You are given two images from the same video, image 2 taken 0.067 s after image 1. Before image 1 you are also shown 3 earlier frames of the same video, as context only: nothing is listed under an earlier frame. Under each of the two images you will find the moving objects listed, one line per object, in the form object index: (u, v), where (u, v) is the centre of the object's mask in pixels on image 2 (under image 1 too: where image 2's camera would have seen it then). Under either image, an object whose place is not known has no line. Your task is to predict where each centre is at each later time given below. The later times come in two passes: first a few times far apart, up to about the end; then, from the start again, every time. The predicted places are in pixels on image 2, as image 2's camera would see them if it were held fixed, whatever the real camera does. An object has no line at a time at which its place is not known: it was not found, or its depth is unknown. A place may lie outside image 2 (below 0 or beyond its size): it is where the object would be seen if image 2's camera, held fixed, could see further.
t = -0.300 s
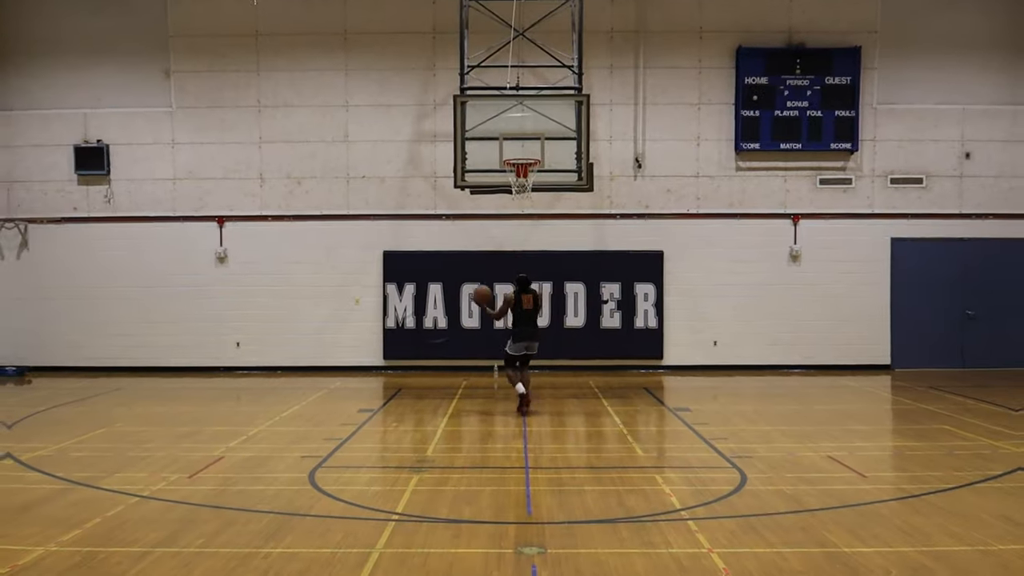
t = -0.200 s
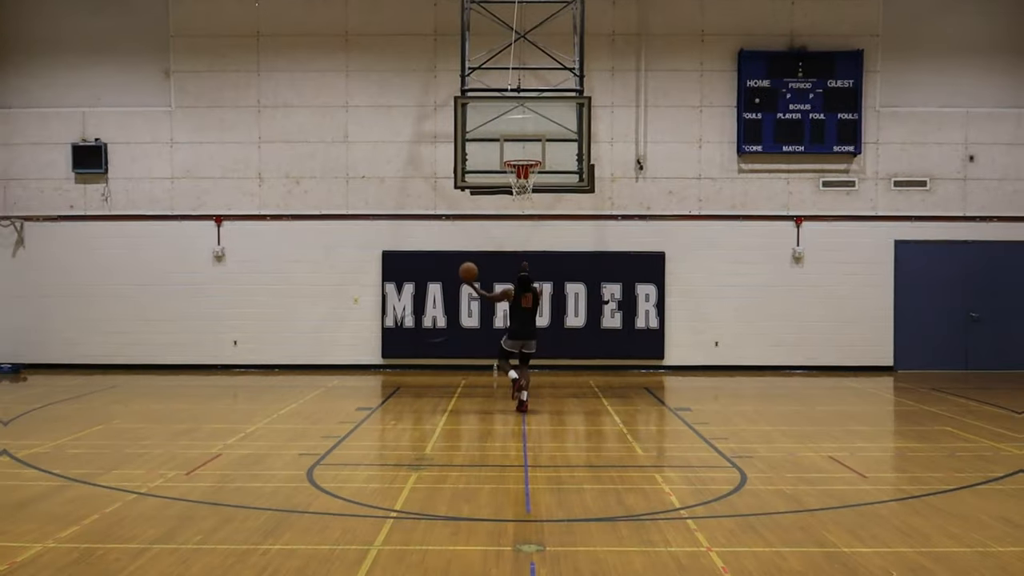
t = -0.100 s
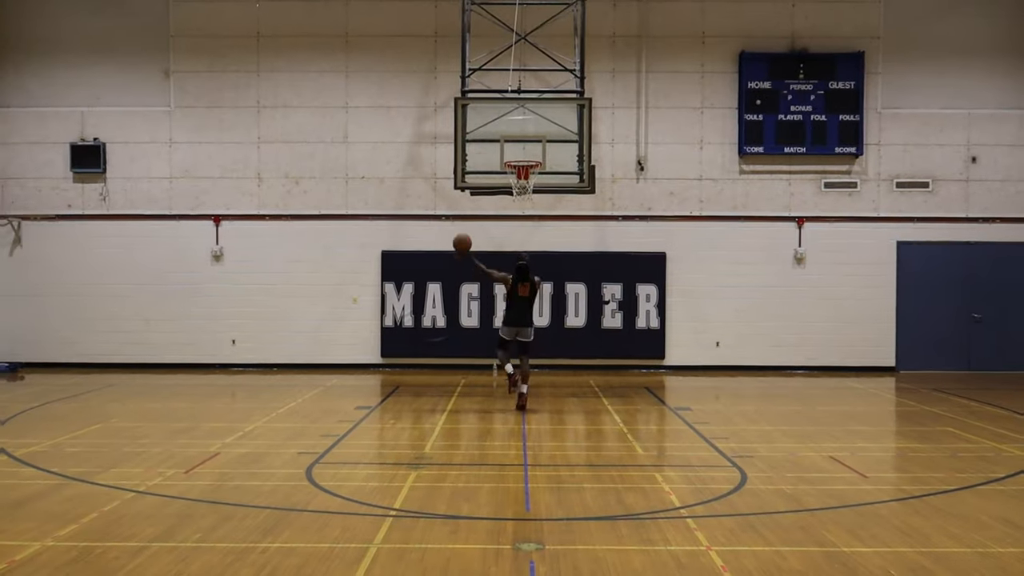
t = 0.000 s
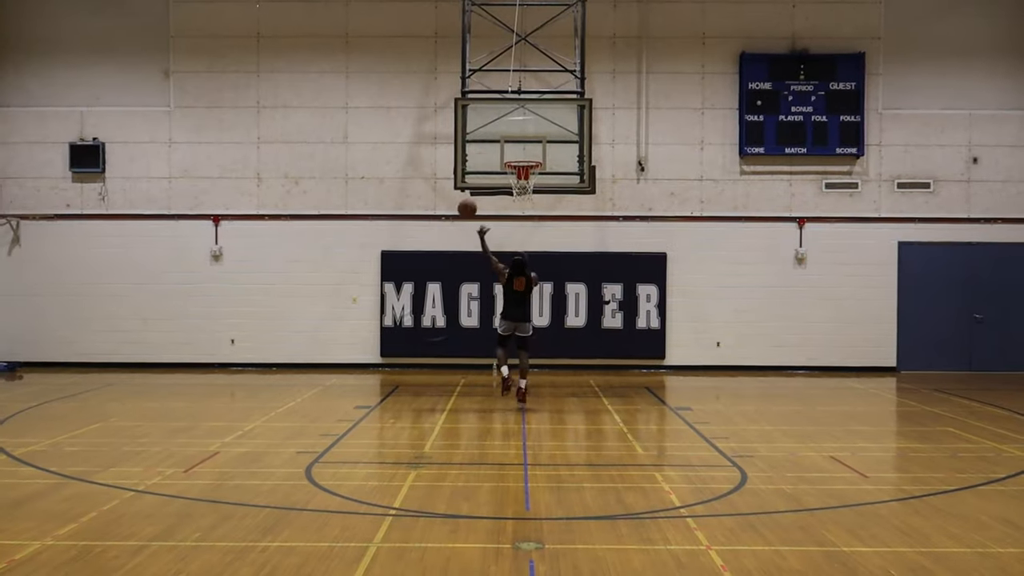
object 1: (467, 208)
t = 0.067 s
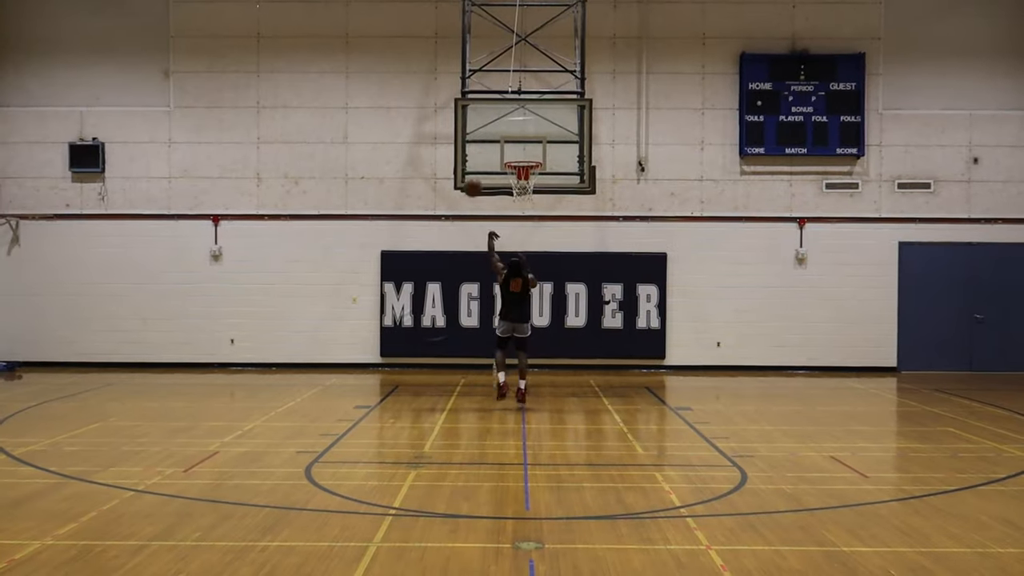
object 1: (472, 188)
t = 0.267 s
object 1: (489, 146)
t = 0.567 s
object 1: (510, 140)
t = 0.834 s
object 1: (534, 177)
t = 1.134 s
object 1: (525, 196)
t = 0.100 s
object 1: (475, 178)
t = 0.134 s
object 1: (478, 170)
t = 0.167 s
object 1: (481, 162)
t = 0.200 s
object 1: (483, 156)
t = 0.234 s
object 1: (486, 150)
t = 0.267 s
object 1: (489, 146)
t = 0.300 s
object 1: (491, 142)
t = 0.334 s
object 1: (494, 138)
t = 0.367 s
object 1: (496, 136)
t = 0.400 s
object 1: (499, 135)
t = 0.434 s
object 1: (502, 134)
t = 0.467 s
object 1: (504, 135)
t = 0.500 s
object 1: (506, 136)
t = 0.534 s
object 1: (509, 138)
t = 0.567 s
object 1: (510, 140)
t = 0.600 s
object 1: (513, 146)
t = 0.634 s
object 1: (516, 149)
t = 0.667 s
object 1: (518, 154)
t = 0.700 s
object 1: (520, 158)
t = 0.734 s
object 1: (524, 160)
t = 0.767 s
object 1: (529, 167)
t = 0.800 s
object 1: (531, 172)
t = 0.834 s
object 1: (534, 177)
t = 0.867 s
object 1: (536, 179)
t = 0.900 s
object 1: (537, 181)
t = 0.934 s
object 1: (535, 181)
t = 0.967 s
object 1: (534, 185)
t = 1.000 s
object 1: (532, 189)
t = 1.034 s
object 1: (531, 189)
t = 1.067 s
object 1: (529, 190)
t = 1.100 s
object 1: (527, 193)
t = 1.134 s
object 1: (525, 196)
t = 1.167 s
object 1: (523, 201)
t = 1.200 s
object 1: (521, 207)
